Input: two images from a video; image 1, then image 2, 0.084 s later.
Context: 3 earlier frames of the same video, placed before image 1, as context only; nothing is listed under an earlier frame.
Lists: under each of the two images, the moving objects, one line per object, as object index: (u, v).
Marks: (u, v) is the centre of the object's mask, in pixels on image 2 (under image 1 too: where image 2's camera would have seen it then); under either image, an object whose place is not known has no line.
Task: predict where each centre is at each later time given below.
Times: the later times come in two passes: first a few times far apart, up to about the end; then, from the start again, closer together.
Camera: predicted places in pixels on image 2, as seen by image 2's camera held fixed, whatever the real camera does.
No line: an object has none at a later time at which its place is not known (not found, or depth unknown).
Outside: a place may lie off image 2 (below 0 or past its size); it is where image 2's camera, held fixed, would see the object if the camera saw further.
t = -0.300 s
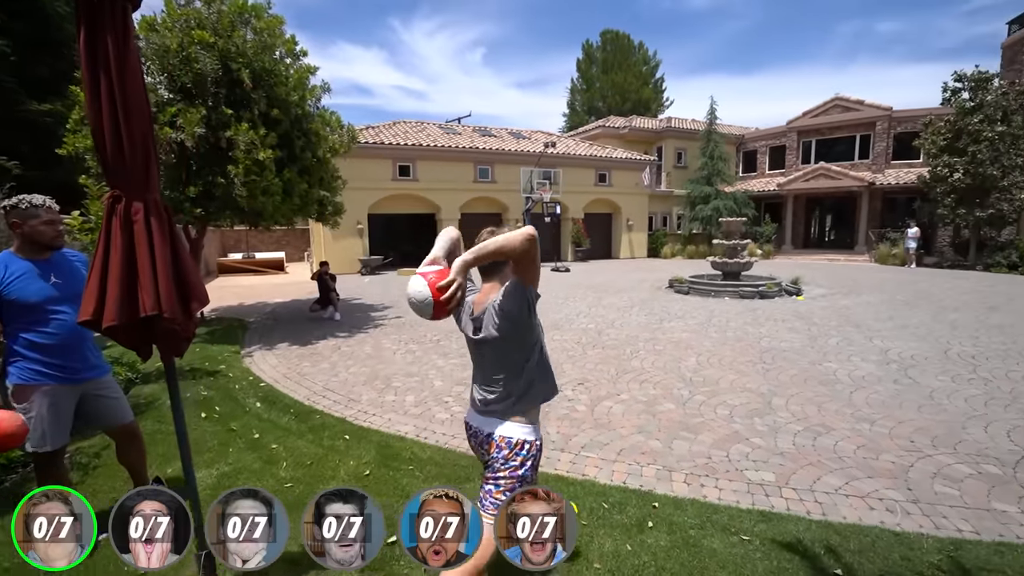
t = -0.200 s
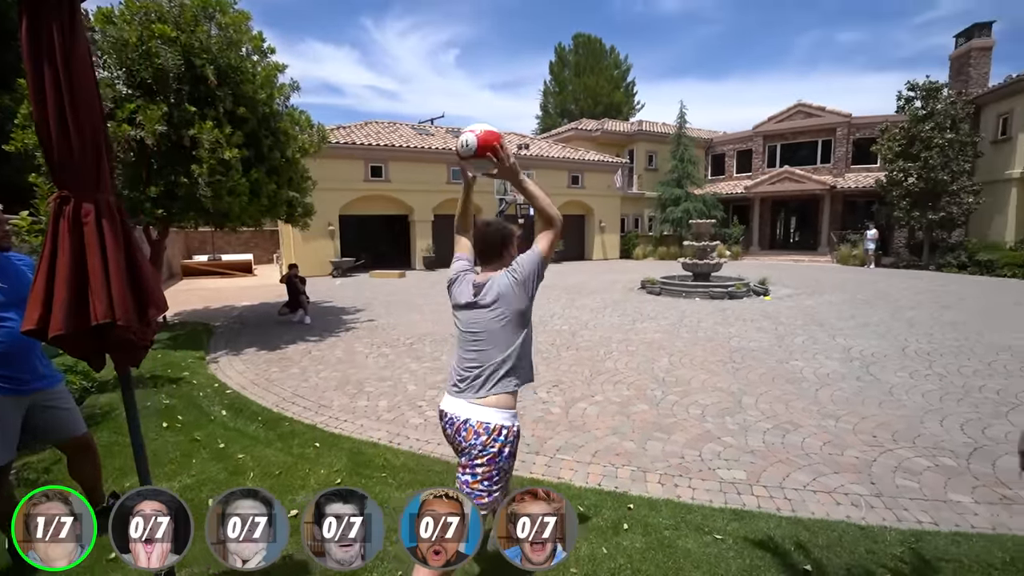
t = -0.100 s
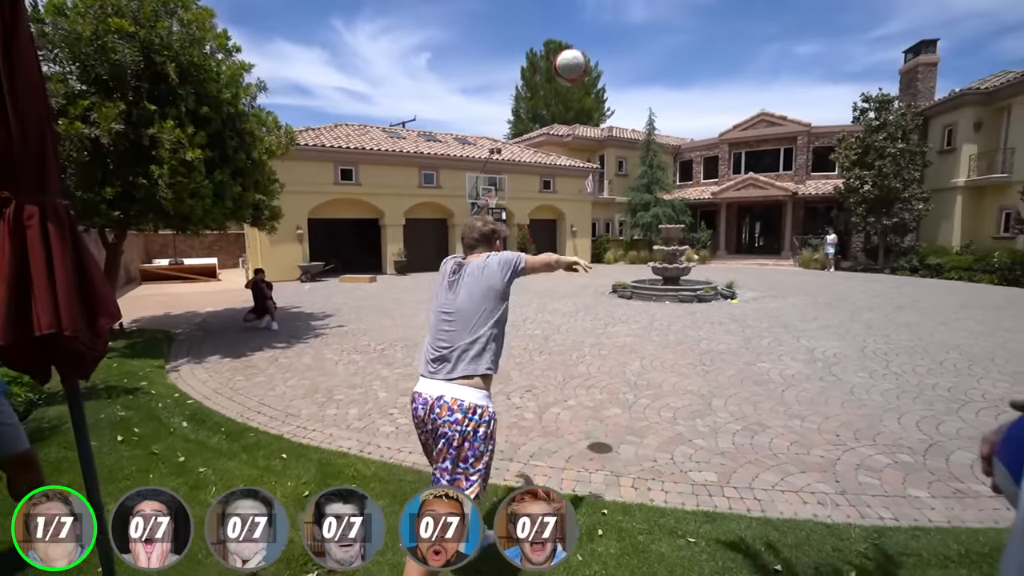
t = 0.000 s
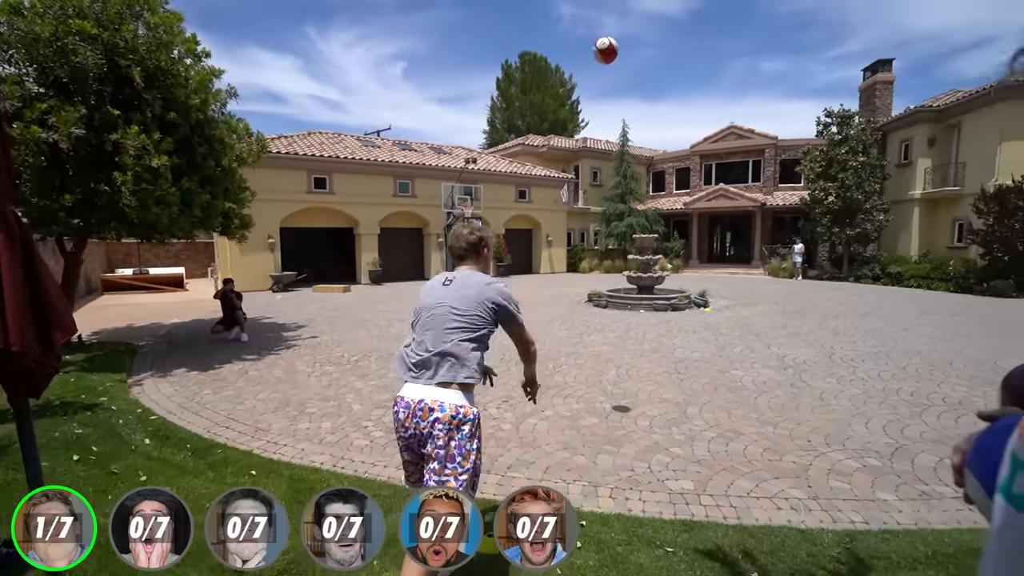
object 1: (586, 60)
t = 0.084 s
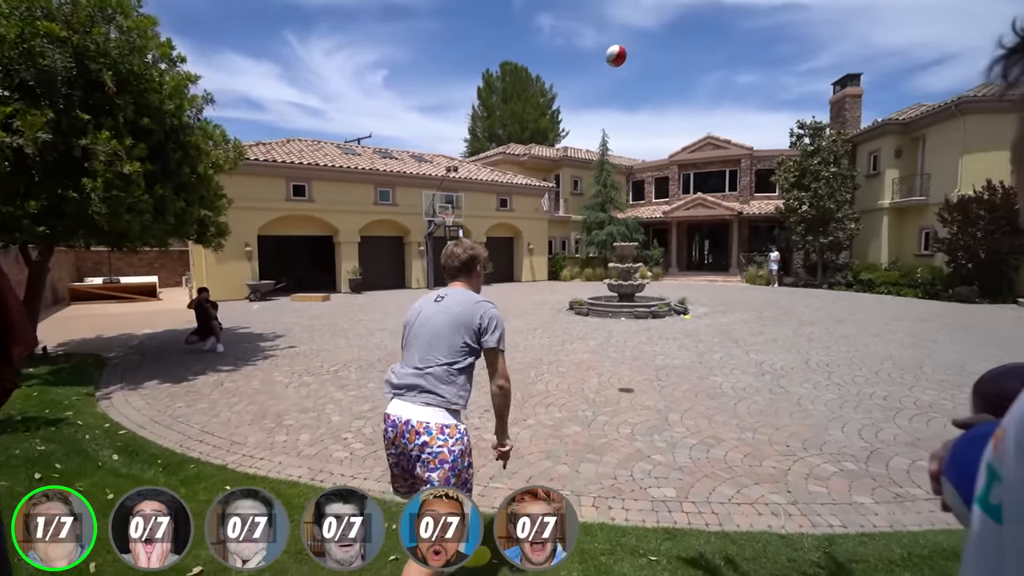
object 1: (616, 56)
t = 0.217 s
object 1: (646, 62)
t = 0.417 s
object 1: (672, 88)
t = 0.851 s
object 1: (695, 164)
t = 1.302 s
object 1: (708, 257)
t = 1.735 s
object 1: (714, 254)
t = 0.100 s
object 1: (621, 56)
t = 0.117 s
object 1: (625, 56)
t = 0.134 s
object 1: (629, 57)
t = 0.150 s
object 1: (633, 57)
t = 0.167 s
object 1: (637, 58)
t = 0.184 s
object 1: (640, 60)
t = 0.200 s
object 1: (643, 61)
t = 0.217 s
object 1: (646, 62)
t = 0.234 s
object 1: (649, 65)
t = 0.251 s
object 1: (652, 66)
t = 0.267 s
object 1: (655, 68)
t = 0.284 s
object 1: (657, 70)
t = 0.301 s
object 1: (659, 72)
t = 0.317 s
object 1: (661, 74)
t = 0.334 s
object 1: (664, 76)
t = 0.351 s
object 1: (666, 79)
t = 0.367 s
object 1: (668, 80)
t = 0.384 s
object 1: (669, 83)
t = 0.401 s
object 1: (671, 85)
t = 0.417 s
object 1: (672, 88)
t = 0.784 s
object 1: (694, 150)
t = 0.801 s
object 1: (695, 153)
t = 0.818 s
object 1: (695, 157)
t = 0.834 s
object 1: (695, 161)
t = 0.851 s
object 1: (695, 164)
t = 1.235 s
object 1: (706, 243)
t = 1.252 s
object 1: (707, 246)
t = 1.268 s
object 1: (707, 249)
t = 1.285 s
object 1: (708, 253)
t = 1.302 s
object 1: (708, 257)
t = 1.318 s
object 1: (708, 259)
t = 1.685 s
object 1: (714, 260)
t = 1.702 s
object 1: (714, 258)
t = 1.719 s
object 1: (714, 256)
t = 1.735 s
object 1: (714, 254)
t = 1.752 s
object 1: (714, 253)
